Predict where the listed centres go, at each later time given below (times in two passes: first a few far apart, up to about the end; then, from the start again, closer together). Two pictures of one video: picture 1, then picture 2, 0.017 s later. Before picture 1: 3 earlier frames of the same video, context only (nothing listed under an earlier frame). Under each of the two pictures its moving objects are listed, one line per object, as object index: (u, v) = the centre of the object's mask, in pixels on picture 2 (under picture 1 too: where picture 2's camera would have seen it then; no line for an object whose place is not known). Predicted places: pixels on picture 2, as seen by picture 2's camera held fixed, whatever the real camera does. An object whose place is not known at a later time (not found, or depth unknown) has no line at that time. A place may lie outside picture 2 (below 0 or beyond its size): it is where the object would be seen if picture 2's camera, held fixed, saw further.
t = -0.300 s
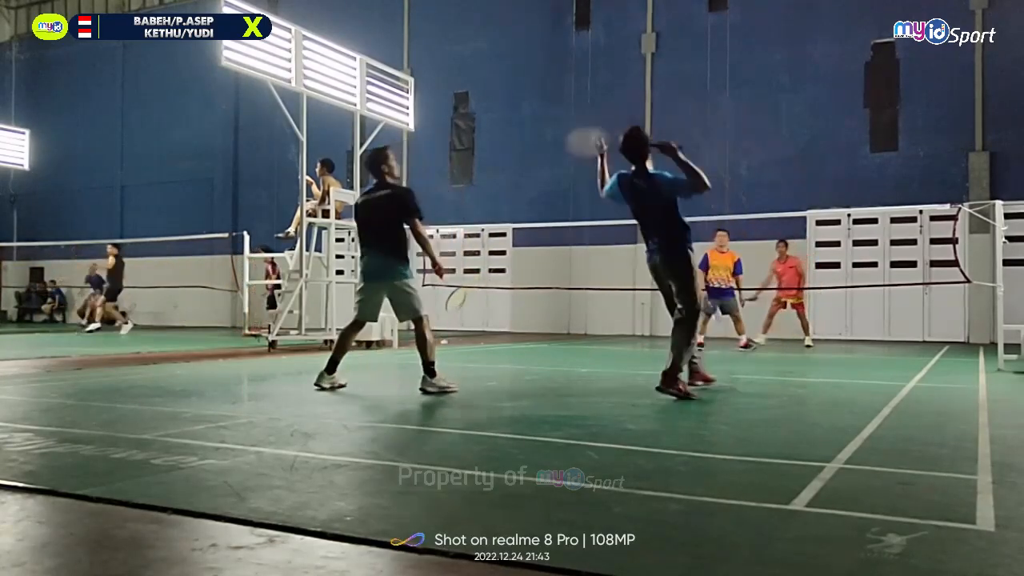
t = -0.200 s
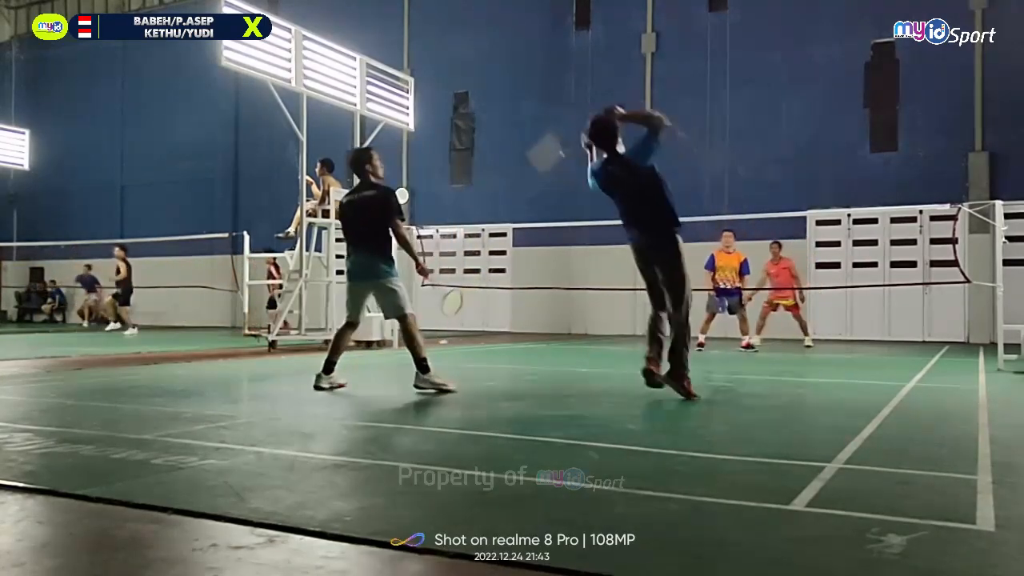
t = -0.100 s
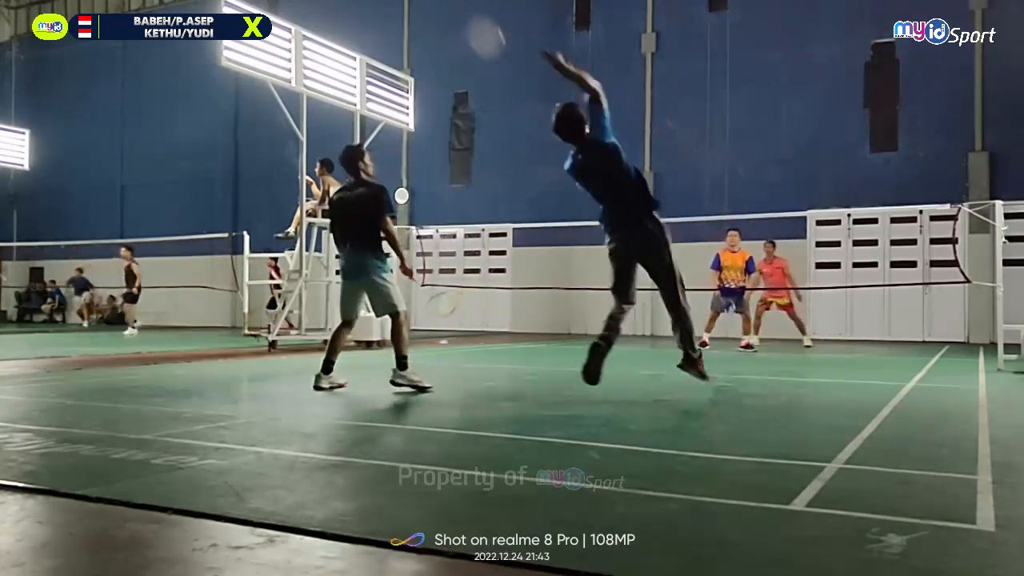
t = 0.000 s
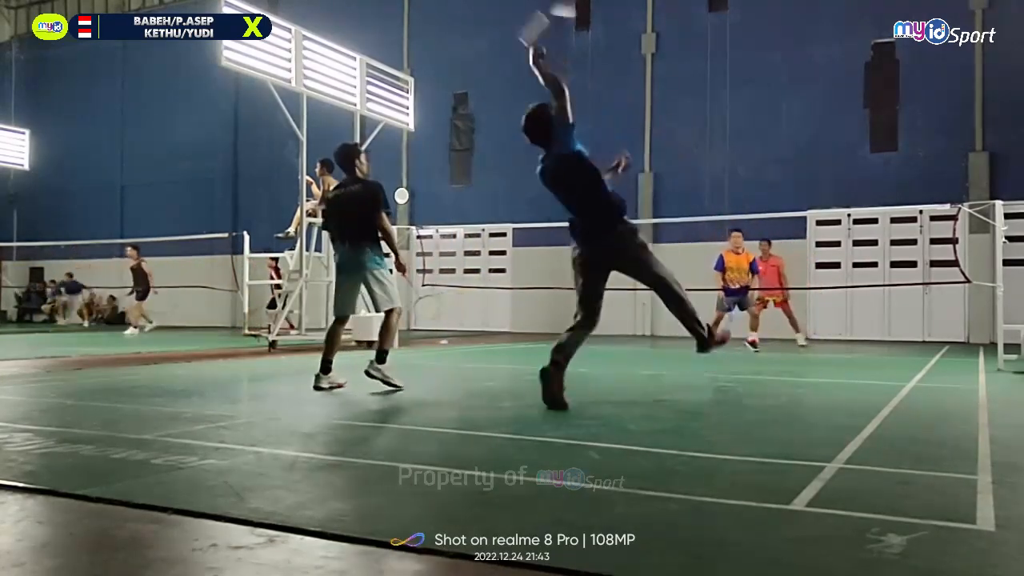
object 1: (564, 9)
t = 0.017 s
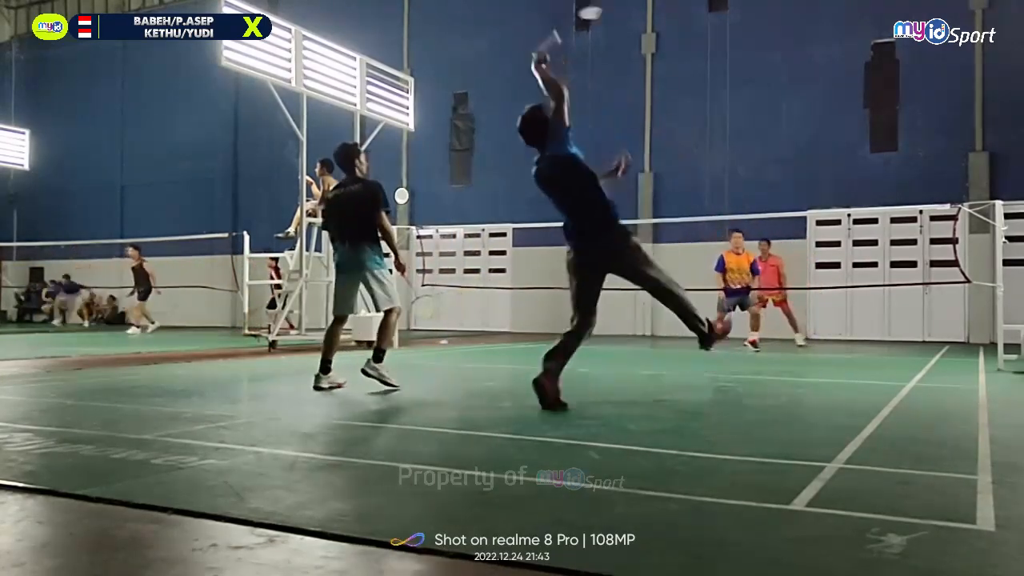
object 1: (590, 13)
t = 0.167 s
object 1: (730, 47)
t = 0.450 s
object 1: (831, 122)
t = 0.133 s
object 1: (709, 39)
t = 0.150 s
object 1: (720, 43)
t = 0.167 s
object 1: (730, 47)
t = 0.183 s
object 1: (740, 51)
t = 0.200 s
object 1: (749, 55)
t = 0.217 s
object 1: (757, 59)
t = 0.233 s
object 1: (764, 63)
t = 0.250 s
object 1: (771, 67)
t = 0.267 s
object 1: (778, 72)
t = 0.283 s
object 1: (784, 76)
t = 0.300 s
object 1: (790, 80)
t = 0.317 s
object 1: (795, 85)
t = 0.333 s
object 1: (800, 89)
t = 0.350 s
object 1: (806, 94)
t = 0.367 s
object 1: (810, 98)
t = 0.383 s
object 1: (815, 103)
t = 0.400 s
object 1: (819, 108)
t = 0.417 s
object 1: (823, 113)
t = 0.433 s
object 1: (827, 117)
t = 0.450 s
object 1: (831, 122)
